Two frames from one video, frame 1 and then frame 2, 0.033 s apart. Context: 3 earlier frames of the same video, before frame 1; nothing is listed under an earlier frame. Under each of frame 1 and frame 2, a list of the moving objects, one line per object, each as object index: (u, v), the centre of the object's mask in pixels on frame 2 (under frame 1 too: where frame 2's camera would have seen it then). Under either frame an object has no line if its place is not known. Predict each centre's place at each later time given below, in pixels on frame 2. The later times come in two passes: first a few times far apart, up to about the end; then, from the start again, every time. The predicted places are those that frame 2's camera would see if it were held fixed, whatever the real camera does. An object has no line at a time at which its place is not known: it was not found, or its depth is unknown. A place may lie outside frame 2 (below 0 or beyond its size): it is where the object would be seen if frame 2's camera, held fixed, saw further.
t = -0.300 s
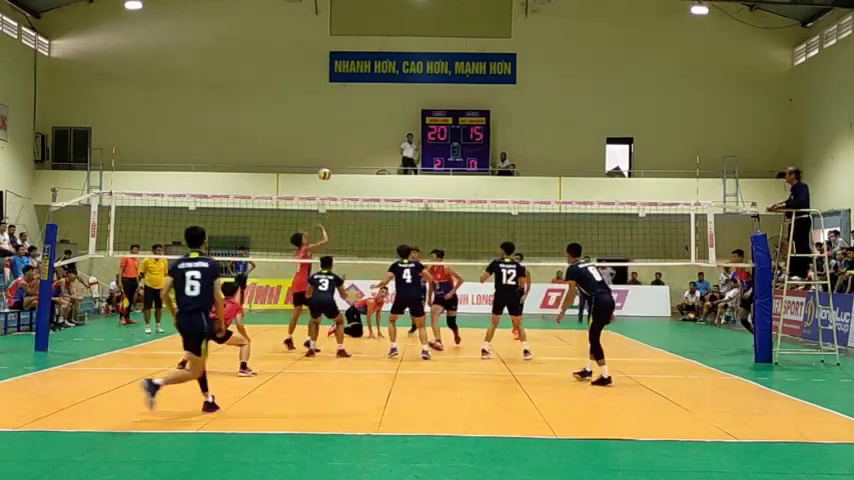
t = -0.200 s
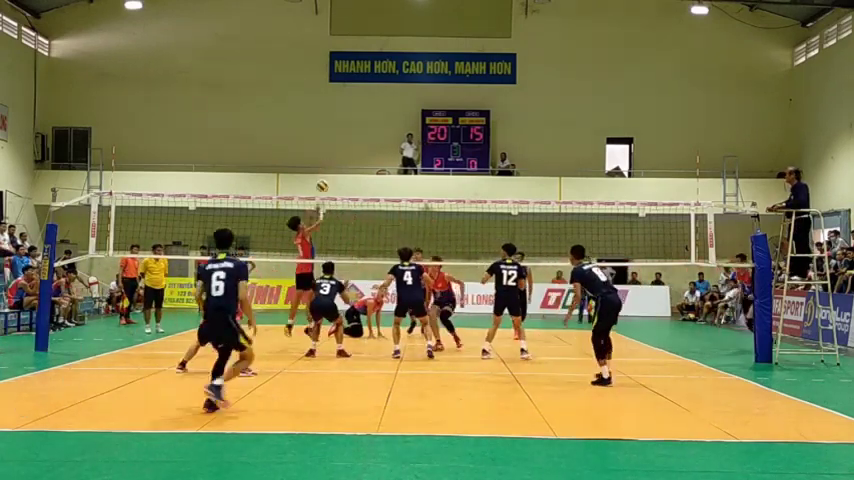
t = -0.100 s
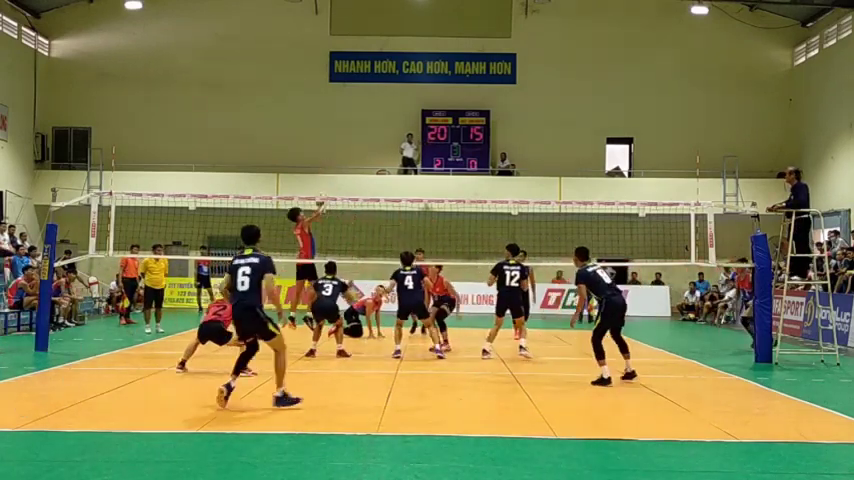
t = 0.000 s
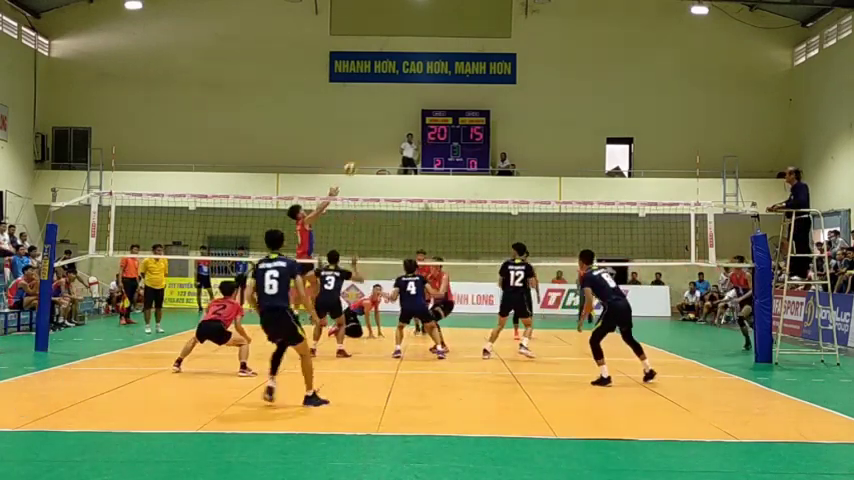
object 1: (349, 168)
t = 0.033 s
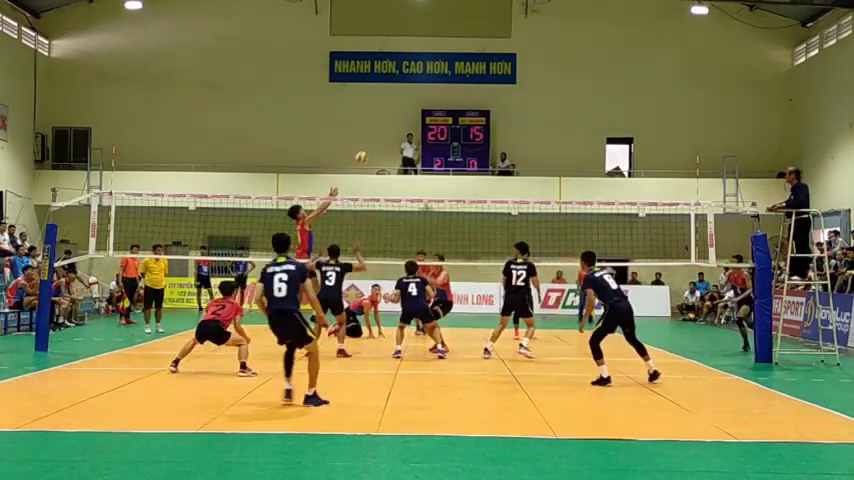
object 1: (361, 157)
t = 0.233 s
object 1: (425, 108)
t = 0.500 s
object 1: (506, 79)
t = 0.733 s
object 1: (573, 88)
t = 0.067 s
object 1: (371, 147)
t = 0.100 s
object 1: (382, 138)
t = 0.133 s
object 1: (393, 129)
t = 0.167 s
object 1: (404, 122)
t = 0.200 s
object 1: (415, 115)
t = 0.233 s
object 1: (425, 108)
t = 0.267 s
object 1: (435, 102)
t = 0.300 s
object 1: (446, 97)
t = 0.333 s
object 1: (457, 92)
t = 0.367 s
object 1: (466, 88)
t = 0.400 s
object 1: (476, 85)
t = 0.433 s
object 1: (487, 83)
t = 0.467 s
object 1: (496, 80)
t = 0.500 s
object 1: (506, 79)
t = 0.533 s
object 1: (516, 78)
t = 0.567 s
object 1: (526, 78)
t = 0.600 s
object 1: (535, 79)
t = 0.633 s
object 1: (545, 80)
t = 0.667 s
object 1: (554, 82)
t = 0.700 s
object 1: (563, 84)
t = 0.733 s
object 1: (573, 88)
